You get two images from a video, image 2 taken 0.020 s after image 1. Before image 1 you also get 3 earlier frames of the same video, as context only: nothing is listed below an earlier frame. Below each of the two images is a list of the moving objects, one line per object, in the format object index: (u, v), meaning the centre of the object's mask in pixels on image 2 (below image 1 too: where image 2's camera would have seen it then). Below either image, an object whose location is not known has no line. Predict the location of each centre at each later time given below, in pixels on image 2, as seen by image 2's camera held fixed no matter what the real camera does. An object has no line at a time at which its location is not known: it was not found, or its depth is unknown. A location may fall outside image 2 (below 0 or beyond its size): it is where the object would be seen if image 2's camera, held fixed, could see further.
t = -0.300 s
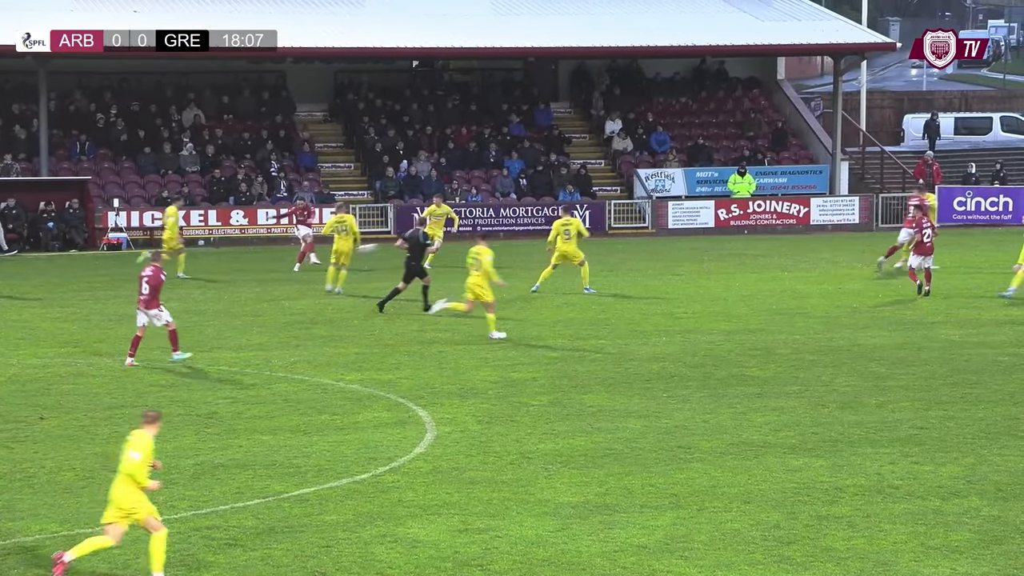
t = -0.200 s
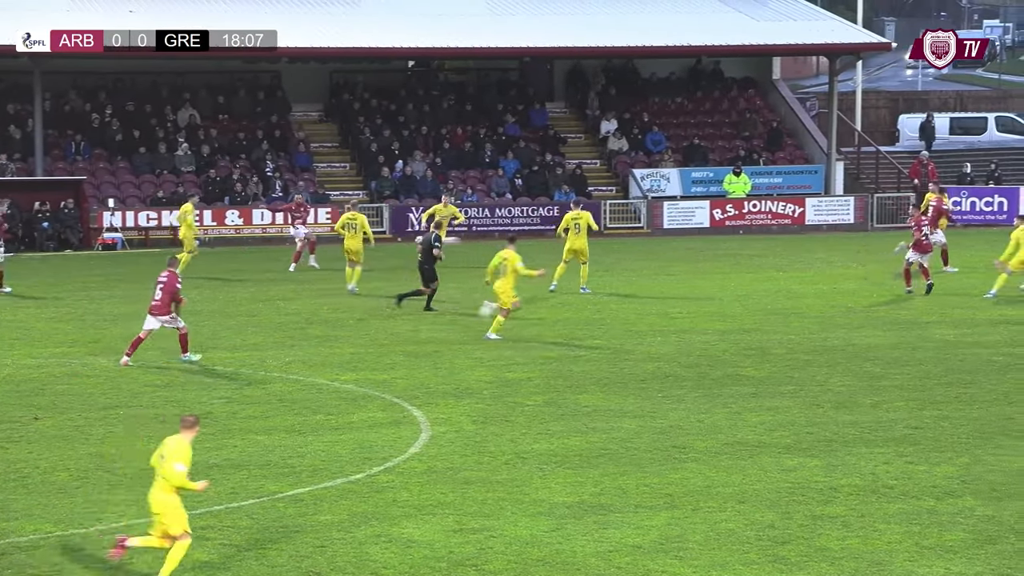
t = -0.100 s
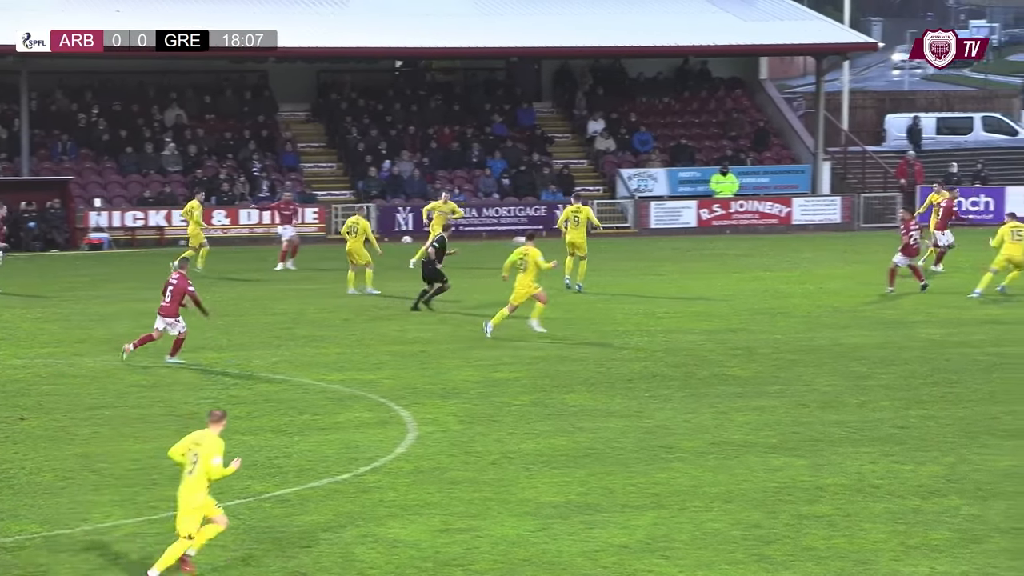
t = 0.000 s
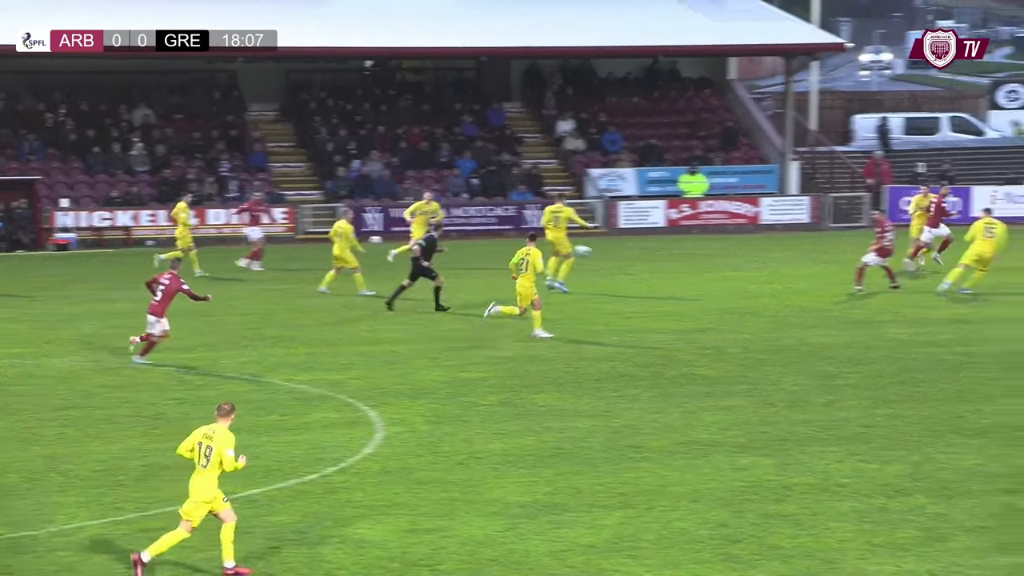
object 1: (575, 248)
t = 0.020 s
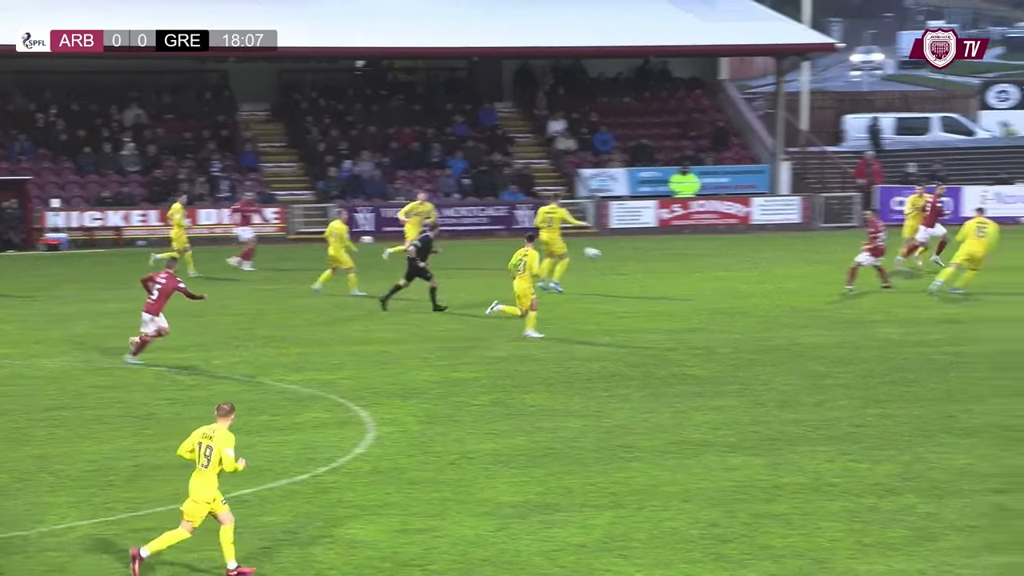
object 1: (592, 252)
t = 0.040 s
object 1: (608, 255)
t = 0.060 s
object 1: (625, 258)
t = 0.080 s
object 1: (642, 261)
